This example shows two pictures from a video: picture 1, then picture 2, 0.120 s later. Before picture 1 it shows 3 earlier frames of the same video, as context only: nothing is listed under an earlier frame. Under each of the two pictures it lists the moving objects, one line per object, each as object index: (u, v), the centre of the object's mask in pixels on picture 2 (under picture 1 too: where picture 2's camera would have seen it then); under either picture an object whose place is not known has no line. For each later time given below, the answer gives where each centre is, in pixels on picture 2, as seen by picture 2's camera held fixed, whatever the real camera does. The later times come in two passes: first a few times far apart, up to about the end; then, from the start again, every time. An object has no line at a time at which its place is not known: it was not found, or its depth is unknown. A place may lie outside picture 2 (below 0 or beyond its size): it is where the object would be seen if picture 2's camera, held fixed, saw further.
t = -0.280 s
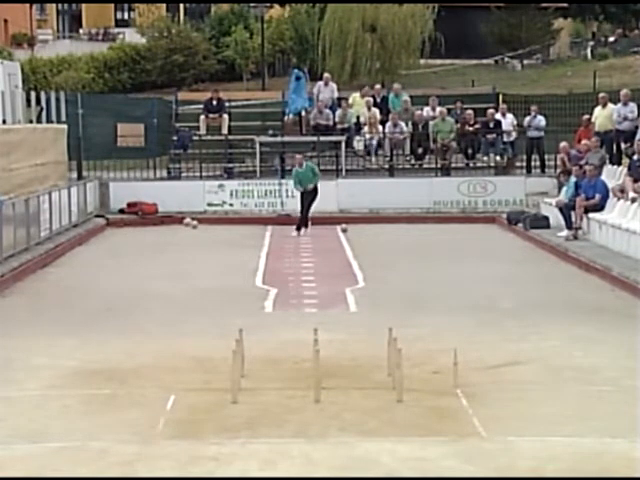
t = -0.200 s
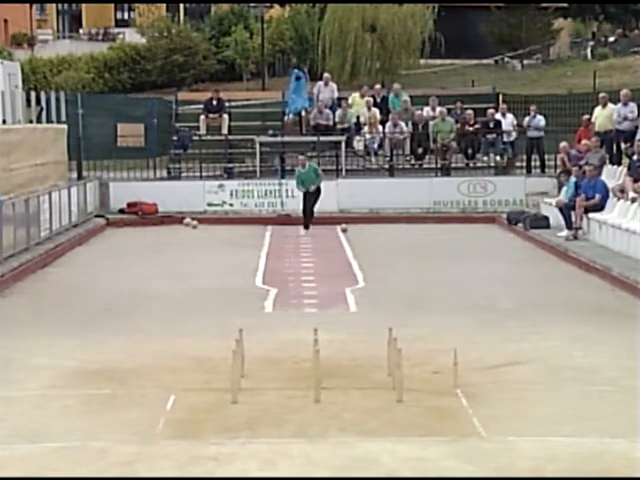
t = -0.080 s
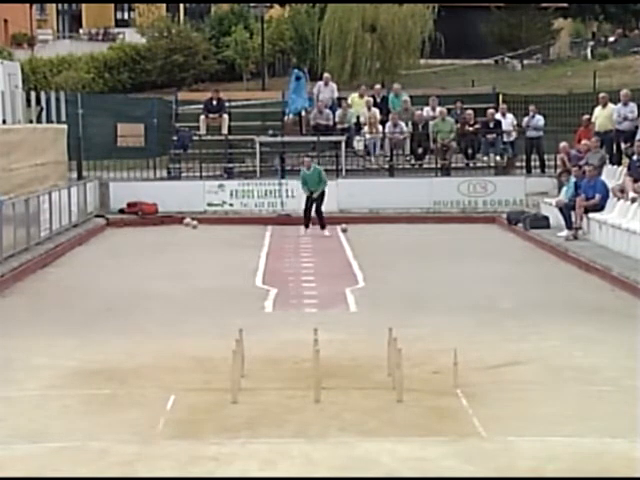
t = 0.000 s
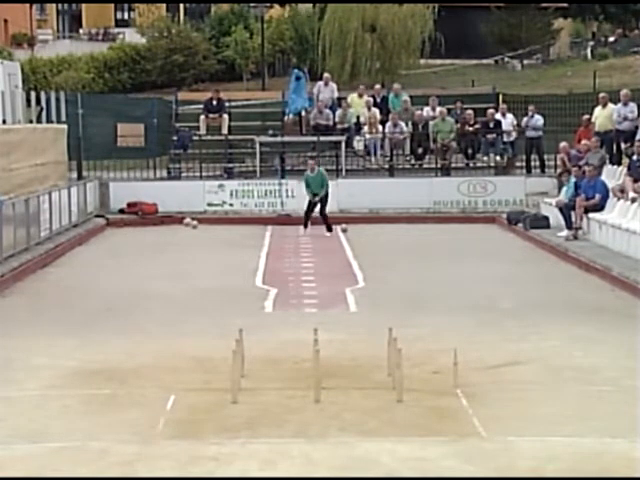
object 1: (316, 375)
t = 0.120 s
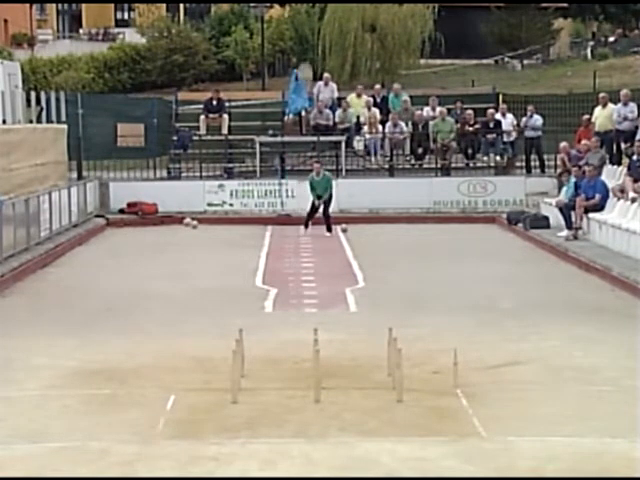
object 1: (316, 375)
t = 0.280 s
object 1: (316, 375)
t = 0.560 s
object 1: (316, 375)
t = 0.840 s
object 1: (308, 398)
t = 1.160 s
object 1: (299, 419)
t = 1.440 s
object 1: (290, 429)
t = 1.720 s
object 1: (267, 438)
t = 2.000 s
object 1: (241, 444)
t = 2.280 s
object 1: (216, 447)
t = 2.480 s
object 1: (200, 449)
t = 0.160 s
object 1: (316, 375)
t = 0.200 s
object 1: (316, 375)
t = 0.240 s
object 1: (316, 375)
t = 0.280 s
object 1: (316, 375)
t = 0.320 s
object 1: (316, 375)
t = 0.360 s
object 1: (316, 375)
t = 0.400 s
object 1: (317, 375)
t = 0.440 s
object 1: (316, 375)
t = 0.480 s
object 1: (316, 375)
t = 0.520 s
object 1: (316, 375)
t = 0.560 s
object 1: (316, 375)
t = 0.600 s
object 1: (316, 374)
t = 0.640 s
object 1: (318, 375)
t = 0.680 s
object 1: (314, 378)
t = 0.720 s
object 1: (311, 381)
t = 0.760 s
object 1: (319, 389)
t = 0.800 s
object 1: (326, 397)
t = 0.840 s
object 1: (308, 398)
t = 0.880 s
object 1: (298, 408)
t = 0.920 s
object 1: (297, 409)
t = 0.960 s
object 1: (298, 409)
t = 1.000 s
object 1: (299, 411)
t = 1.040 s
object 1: (298, 415)
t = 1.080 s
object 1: (299, 417)
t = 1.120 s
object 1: (299, 418)
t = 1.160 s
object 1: (299, 419)
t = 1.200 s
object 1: (298, 421)
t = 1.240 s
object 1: (297, 422)
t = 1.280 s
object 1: (297, 424)
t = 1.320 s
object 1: (295, 425)
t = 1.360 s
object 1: (293, 427)
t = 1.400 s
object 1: (293, 429)
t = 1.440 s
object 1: (290, 429)
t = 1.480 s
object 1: (287, 432)
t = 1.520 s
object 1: (285, 433)
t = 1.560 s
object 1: (281, 434)
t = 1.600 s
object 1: (278, 435)
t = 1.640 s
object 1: (273, 436)
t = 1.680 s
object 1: (269, 437)
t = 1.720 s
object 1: (267, 438)
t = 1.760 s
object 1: (262, 439)
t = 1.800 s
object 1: (259, 440)
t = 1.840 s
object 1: (255, 440)
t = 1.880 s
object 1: (252, 441)
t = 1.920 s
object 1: (248, 442)
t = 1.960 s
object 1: (244, 443)
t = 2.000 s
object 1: (241, 444)
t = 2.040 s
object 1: (237, 444)
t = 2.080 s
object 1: (234, 445)
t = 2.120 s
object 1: (230, 445)
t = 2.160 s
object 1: (226, 445)
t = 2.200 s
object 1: (222, 446)
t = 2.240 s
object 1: (219, 446)
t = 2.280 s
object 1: (216, 447)
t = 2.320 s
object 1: (213, 448)
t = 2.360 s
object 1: (210, 448)
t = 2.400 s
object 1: (206, 448)
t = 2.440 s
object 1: (204, 449)
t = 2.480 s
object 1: (200, 449)
